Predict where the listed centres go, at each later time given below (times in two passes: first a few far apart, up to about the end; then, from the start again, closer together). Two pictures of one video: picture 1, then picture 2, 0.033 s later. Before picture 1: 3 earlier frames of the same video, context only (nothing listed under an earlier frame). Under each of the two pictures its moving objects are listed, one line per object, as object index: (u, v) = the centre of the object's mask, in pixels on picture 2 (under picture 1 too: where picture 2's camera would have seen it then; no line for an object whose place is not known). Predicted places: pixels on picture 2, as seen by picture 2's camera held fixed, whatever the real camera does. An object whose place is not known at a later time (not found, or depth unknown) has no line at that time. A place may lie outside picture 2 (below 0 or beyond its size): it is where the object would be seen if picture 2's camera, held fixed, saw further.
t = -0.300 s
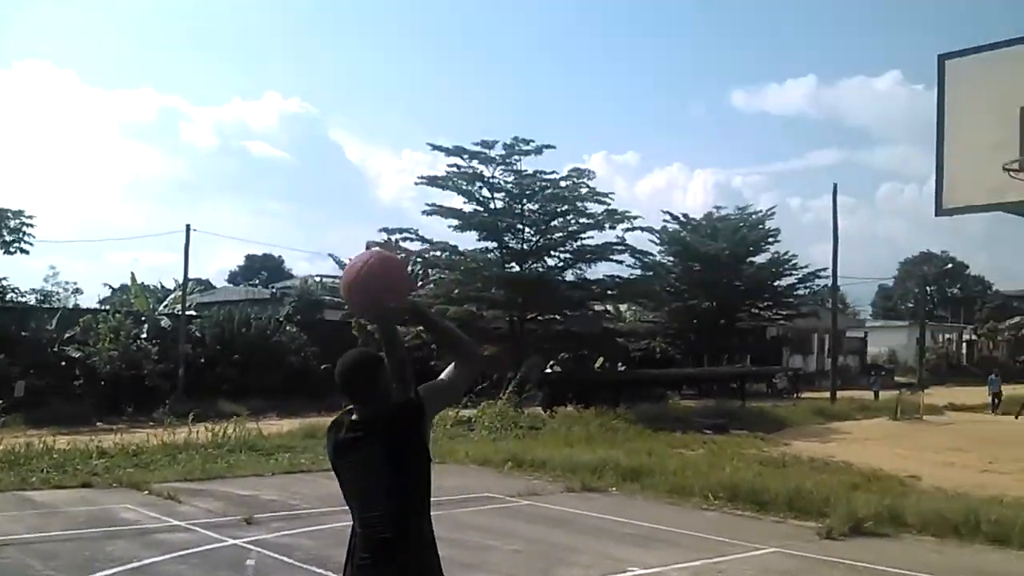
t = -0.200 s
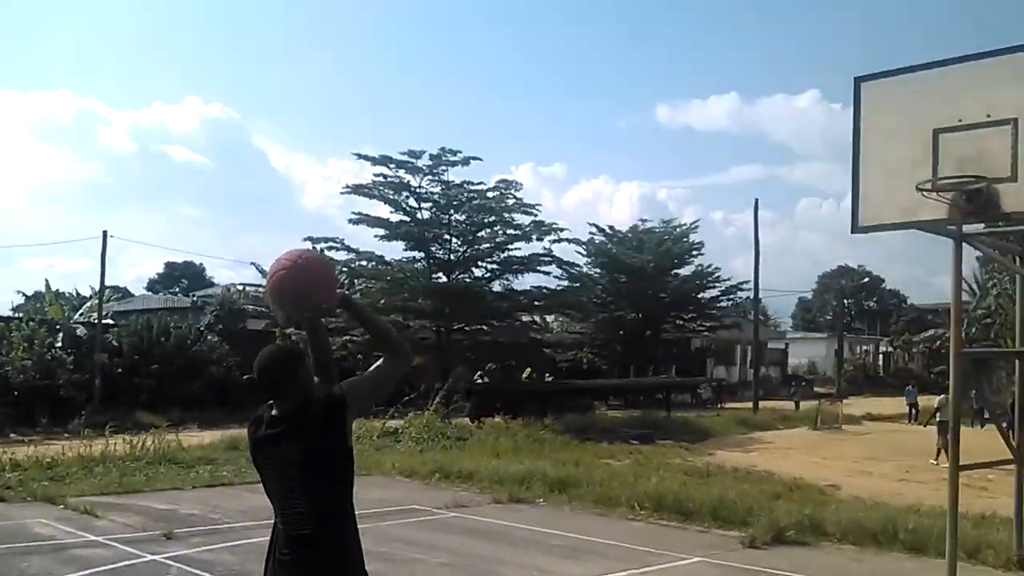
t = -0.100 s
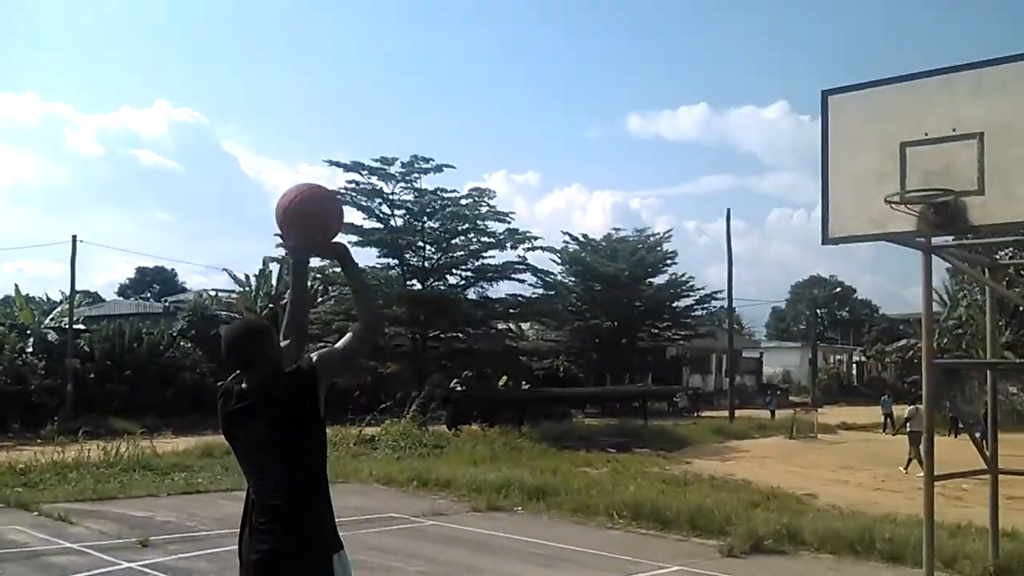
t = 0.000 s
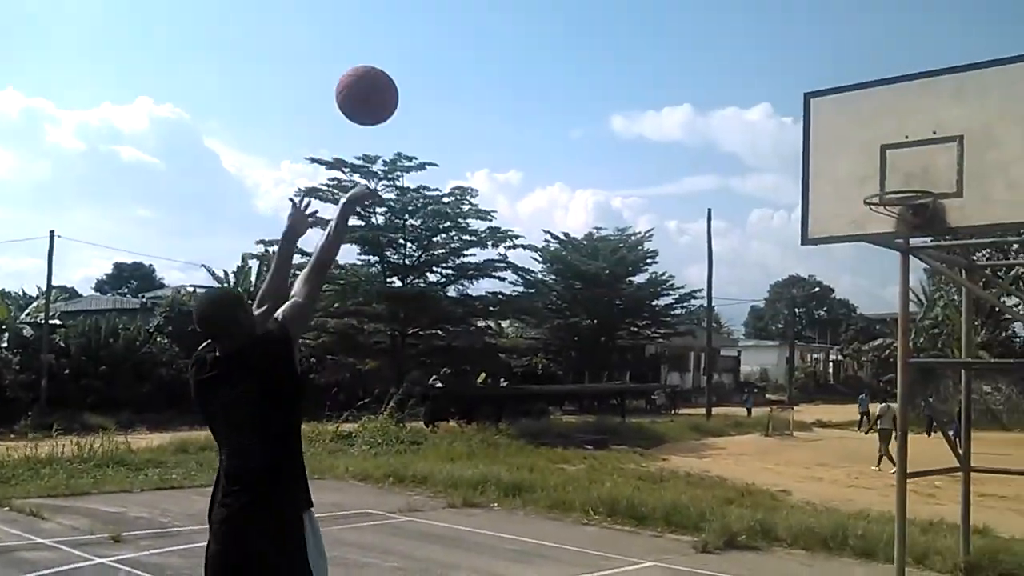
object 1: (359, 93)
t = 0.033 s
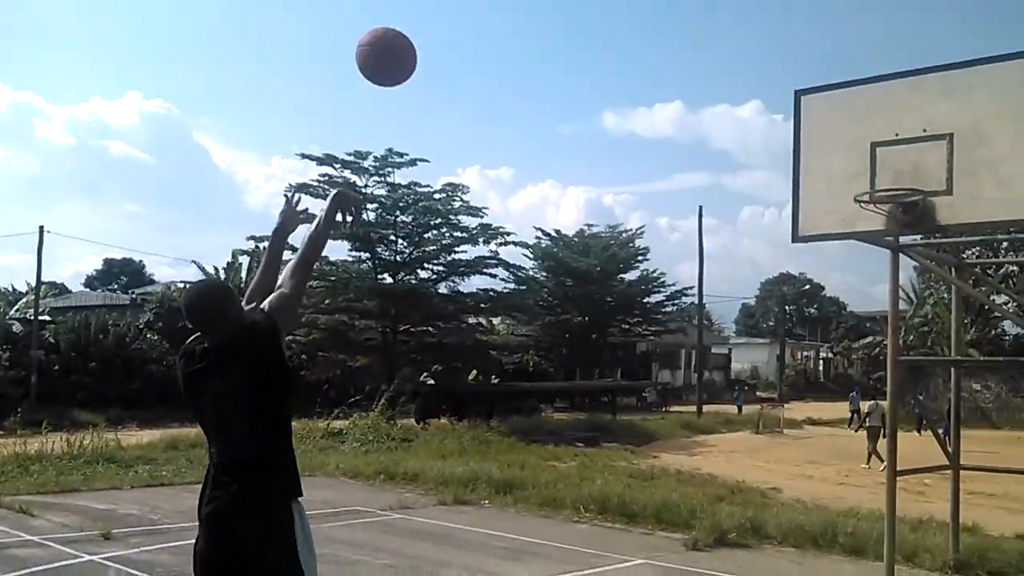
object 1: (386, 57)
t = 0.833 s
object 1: (795, 30)
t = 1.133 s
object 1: (868, 180)
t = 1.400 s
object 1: (888, 175)
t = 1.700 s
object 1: (888, 260)
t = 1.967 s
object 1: (887, 465)
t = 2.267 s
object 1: (893, 540)
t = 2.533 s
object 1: (905, 371)
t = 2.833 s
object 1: (927, 287)
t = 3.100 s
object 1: (945, 343)
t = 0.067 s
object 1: (414, 27)
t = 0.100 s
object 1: (441, 15)
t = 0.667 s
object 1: (740, -52)
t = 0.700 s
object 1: (750, -38)
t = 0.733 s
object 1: (760, -26)
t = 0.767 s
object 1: (770, -9)
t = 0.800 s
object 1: (784, 9)
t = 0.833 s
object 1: (795, 30)
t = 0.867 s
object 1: (802, 49)
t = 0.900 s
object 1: (811, 68)
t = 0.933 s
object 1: (819, 89)
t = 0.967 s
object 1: (828, 113)
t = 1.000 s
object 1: (838, 137)
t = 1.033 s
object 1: (848, 161)
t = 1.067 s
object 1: (855, 184)
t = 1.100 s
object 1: (862, 182)
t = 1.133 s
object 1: (868, 180)
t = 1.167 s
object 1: (873, 177)
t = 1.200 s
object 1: (880, 178)
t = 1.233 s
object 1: (886, 179)
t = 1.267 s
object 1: (890, 178)
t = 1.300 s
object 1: (889, 175)
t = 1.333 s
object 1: (887, 173)
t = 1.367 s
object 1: (888, 172)
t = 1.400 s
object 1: (888, 175)
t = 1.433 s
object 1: (890, 177)
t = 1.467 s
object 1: (889, 182)
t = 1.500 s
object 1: (889, 187)
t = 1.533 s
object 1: (889, 196)
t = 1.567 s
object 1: (889, 206)
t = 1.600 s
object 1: (890, 216)
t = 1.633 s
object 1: (889, 227)
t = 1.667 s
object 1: (887, 242)
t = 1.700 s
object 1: (888, 260)
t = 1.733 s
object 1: (888, 278)
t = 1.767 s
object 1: (887, 298)
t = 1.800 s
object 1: (887, 320)
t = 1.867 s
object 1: (885, 371)
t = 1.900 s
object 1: (886, 400)
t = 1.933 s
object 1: (886, 432)
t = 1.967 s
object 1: (887, 465)
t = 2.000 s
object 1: (887, 501)
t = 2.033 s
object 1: (886, 538)
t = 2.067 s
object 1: (887, 580)
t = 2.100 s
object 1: (886, 623)
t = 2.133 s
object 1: (886, 668)
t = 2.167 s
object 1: (887, 636)
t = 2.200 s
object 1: (888, 602)
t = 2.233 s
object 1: (890, 570)
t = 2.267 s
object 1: (893, 540)
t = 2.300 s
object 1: (894, 512)
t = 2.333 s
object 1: (897, 485)
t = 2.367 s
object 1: (898, 461)
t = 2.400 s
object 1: (901, 438)
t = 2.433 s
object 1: (901, 416)
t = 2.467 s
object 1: (902, 396)
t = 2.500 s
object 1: (905, 379)
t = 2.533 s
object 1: (905, 371)
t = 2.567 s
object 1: (907, 354)
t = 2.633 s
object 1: (916, 322)
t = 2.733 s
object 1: (922, 294)
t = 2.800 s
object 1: (926, 288)
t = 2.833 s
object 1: (927, 287)
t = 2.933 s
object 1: (932, 290)
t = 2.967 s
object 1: (935, 296)
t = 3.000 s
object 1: (938, 304)
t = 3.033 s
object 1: (942, 315)
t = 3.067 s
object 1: (943, 327)
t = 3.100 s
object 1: (945, 343)
